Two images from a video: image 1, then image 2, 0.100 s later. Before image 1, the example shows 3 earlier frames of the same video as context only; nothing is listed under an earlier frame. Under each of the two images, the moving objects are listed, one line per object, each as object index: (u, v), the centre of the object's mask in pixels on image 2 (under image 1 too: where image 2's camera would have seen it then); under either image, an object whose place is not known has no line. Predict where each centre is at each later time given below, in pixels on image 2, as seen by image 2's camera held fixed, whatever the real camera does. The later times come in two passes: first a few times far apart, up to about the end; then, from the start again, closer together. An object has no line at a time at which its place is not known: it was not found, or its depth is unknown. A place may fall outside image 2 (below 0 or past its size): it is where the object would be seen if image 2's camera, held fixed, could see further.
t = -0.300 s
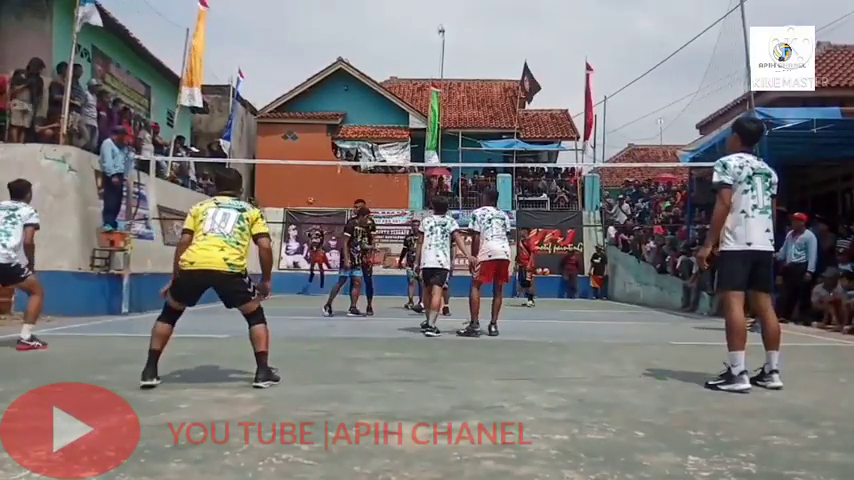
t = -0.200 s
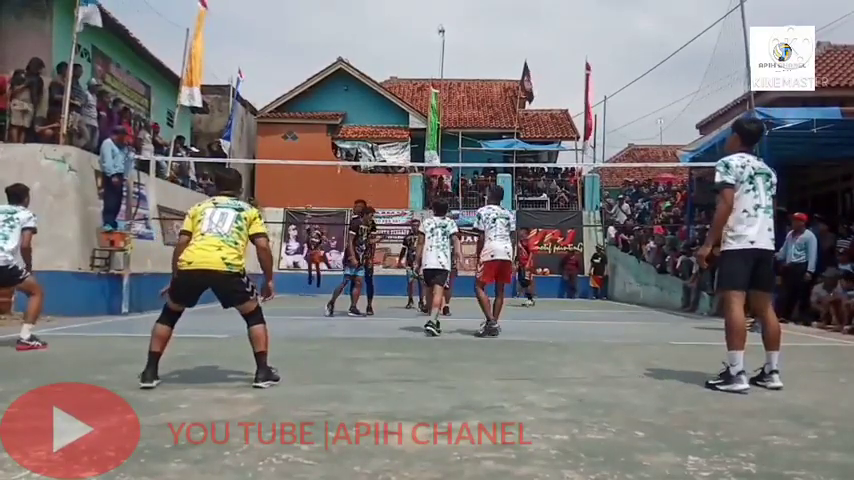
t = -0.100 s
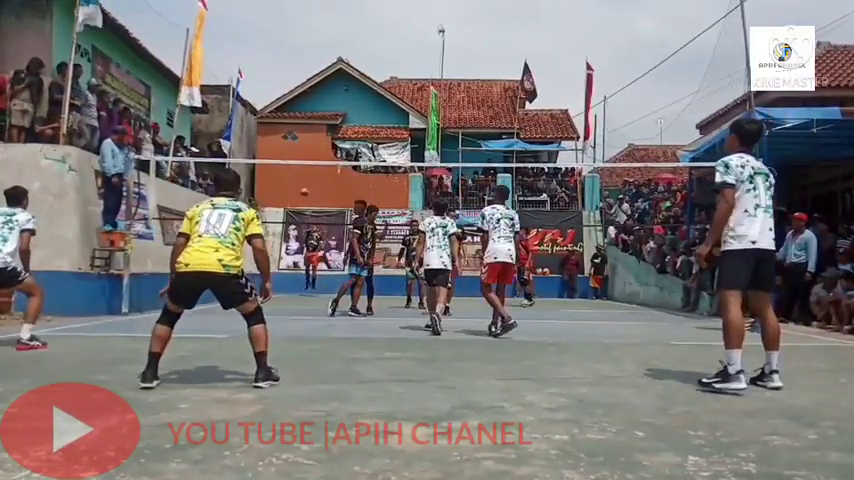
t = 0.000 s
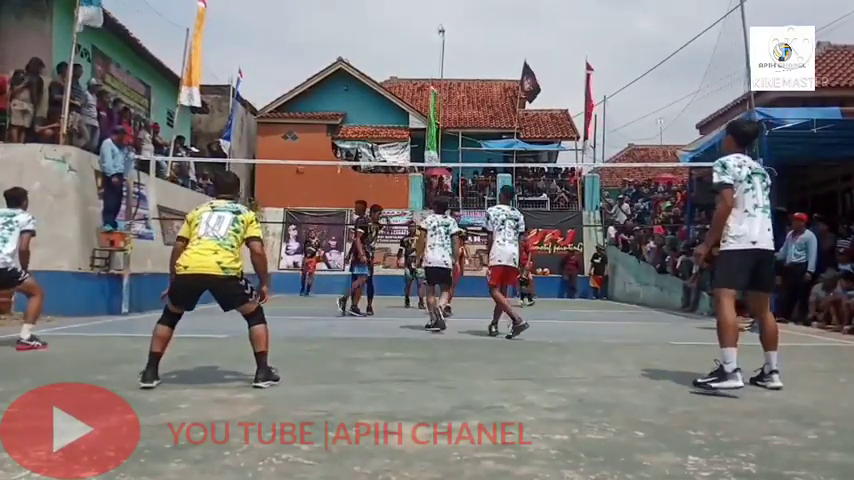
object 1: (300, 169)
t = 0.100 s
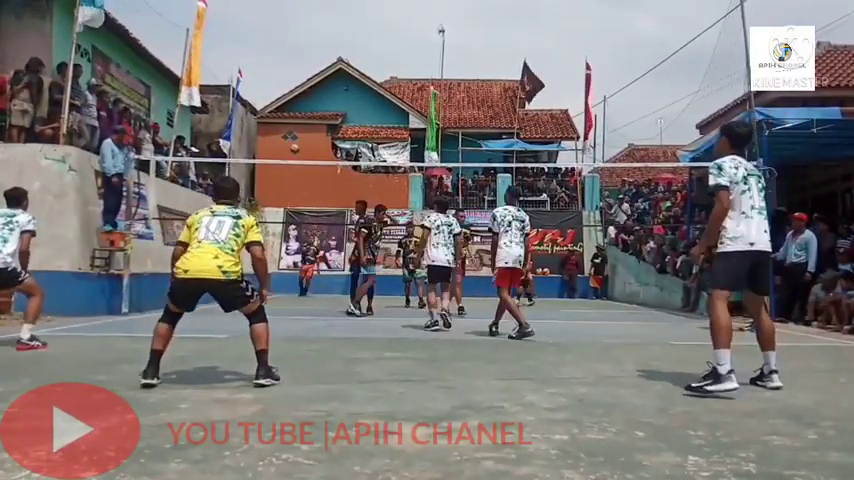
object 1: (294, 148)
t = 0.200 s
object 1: (289, 127)
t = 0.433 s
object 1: (275, 86)
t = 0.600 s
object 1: (259, 65)
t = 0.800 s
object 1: (227, 62)
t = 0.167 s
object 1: (292, 134)
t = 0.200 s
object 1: (289, 127)
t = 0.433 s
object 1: (275, 86)
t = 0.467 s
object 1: (272, 80)
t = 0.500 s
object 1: (269, 76)
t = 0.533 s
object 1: (266, 71)
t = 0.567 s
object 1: (263, 68)
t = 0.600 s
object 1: (259, 65)
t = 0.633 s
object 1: (255, 62)
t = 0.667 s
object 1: (251, 60)
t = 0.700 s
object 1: (246, 59)
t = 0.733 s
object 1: (241, 60)
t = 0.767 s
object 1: (234, 60)
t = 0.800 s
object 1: (227, 62)
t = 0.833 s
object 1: (219, 65)
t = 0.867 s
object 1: (210, 70)
